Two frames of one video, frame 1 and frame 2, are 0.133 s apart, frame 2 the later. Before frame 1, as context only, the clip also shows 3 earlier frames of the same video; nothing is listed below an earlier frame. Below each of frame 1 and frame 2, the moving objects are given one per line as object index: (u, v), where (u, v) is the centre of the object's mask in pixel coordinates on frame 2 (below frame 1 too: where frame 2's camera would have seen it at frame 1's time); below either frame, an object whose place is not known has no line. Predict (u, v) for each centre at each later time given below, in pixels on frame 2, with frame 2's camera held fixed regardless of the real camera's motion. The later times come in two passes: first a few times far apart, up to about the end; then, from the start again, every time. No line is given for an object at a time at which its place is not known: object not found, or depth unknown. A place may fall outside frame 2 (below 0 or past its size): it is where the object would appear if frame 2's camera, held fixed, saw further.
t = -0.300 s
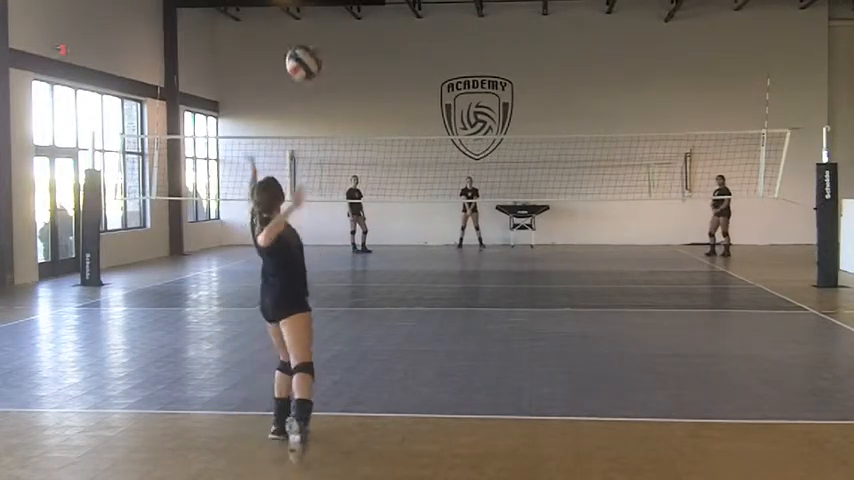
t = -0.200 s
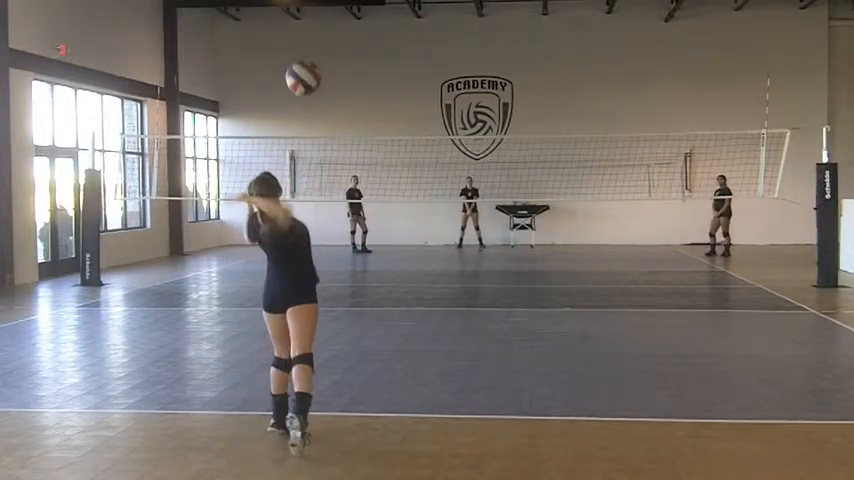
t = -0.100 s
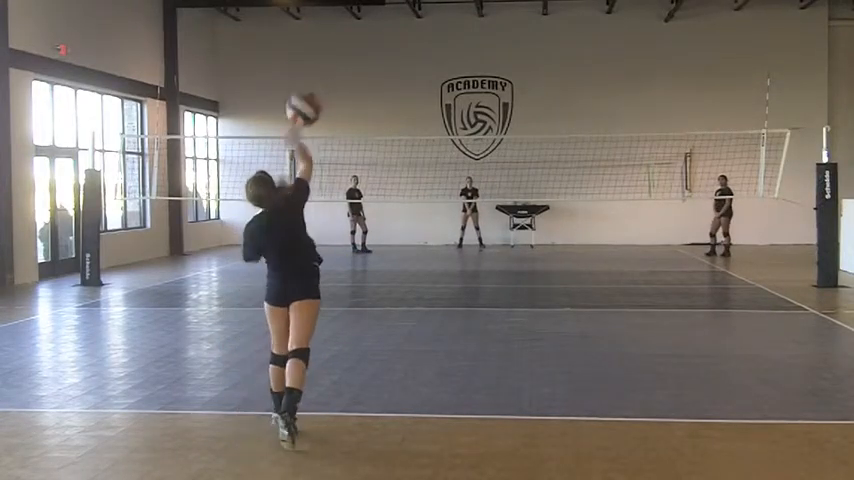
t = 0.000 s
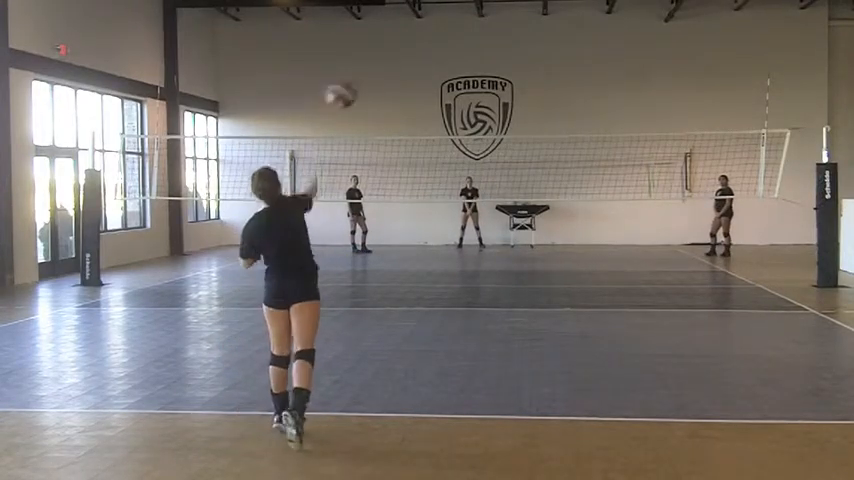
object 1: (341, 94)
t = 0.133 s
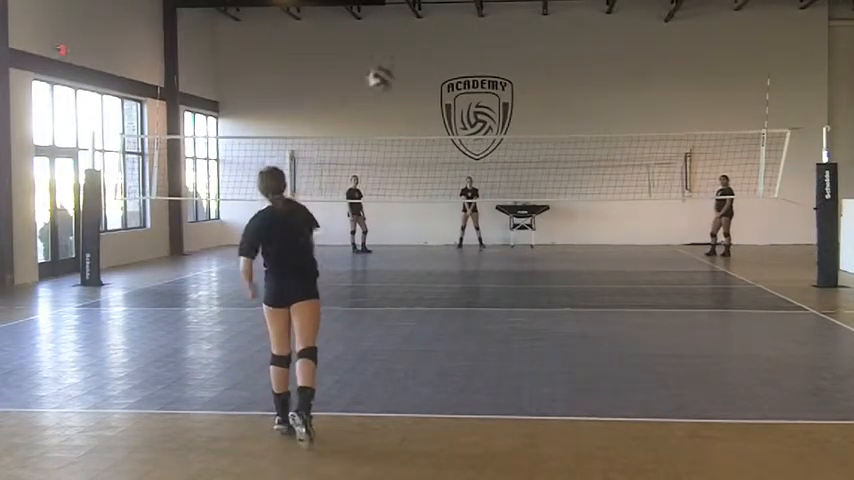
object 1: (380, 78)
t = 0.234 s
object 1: (399, 77)
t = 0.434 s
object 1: (420, 95)
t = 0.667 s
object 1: (433, 130)
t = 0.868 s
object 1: (440, 169)
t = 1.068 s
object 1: (442, 215)
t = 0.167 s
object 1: (387, 78)
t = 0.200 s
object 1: (392, 77)
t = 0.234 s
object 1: (399, 77)
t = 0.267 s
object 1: (405, 79)
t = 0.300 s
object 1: (408, 82)
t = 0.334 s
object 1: (412, 84)
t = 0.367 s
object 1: (415, 87)
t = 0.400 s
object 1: (418, 90)
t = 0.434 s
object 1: (420, 95)
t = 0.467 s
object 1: (422, 99)
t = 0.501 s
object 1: (425, 105)
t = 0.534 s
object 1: (426, 109)
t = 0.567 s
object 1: (431, 116)
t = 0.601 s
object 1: (431, 120)
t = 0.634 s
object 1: (432, 125)
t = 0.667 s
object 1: (433, 130)
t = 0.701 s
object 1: (434, 138)
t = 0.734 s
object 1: (436, 144)
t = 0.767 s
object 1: (437, 149)
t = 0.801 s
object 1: (438, 156)
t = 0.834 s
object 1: (439, 163)
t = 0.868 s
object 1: (440, 169)
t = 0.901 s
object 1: (441, 176)
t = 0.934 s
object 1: (441, 183)
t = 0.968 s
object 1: (441, 192)
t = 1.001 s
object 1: (441, 198)
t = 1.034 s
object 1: (441, 207)
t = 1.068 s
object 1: (442, 215)
